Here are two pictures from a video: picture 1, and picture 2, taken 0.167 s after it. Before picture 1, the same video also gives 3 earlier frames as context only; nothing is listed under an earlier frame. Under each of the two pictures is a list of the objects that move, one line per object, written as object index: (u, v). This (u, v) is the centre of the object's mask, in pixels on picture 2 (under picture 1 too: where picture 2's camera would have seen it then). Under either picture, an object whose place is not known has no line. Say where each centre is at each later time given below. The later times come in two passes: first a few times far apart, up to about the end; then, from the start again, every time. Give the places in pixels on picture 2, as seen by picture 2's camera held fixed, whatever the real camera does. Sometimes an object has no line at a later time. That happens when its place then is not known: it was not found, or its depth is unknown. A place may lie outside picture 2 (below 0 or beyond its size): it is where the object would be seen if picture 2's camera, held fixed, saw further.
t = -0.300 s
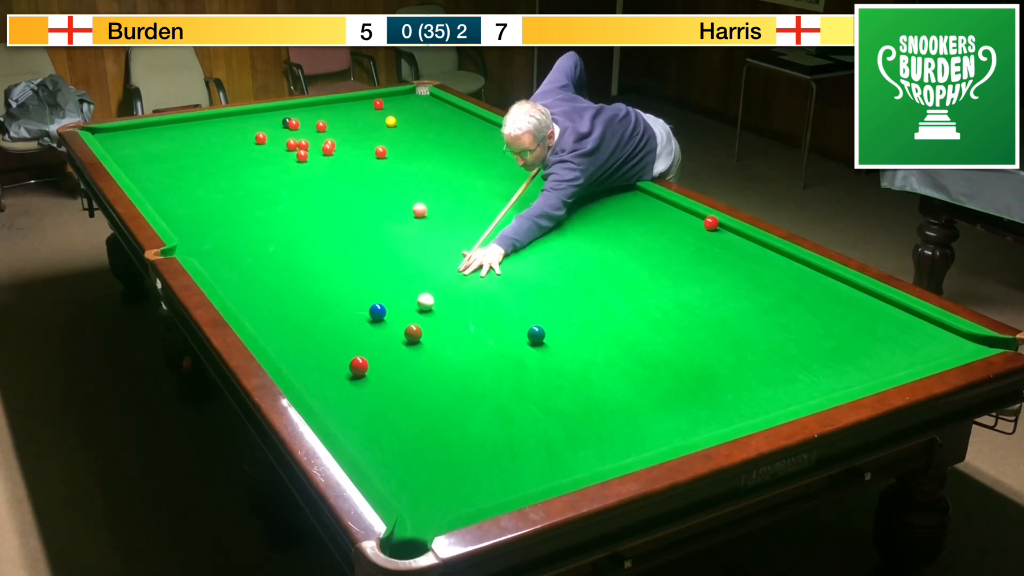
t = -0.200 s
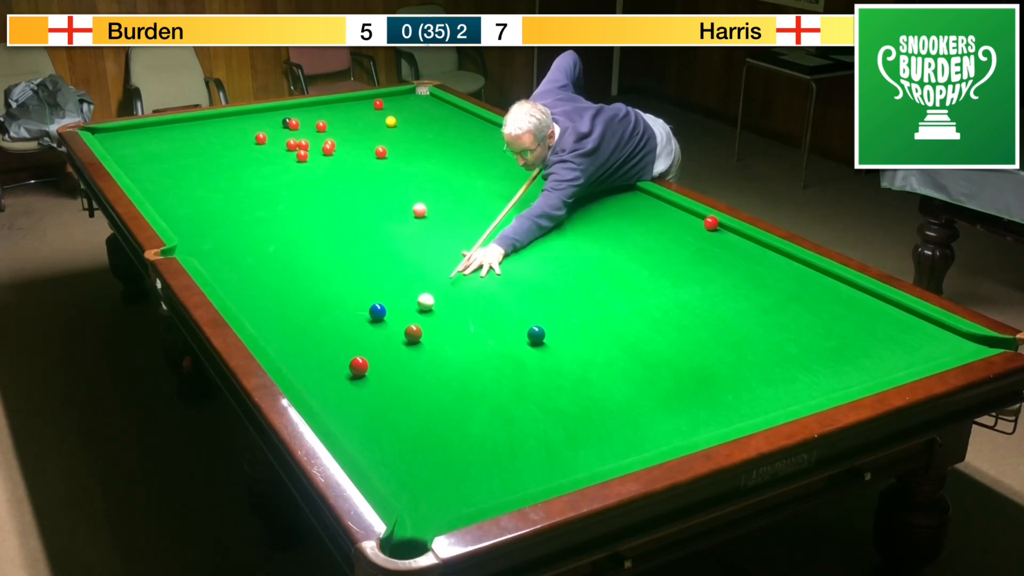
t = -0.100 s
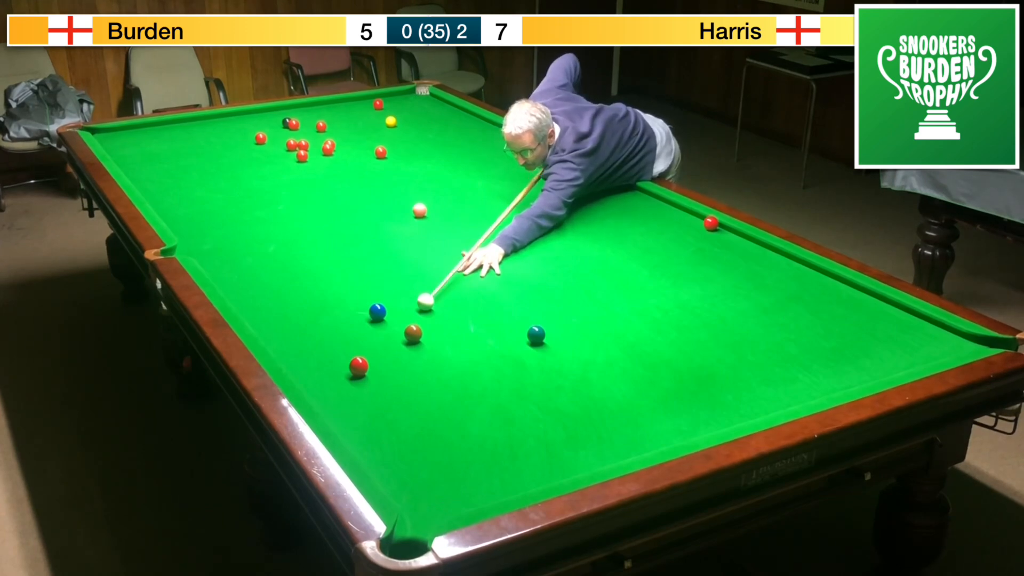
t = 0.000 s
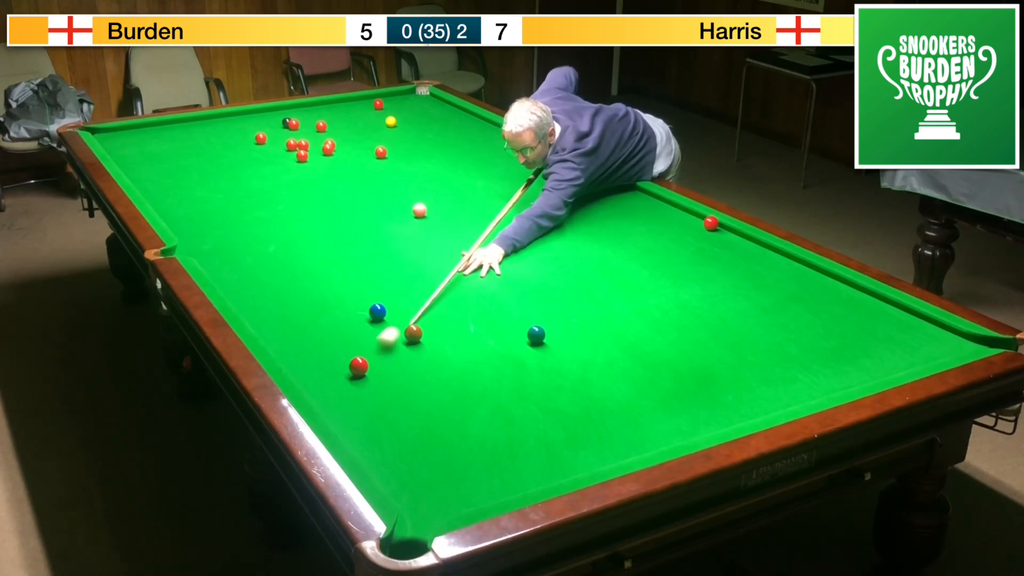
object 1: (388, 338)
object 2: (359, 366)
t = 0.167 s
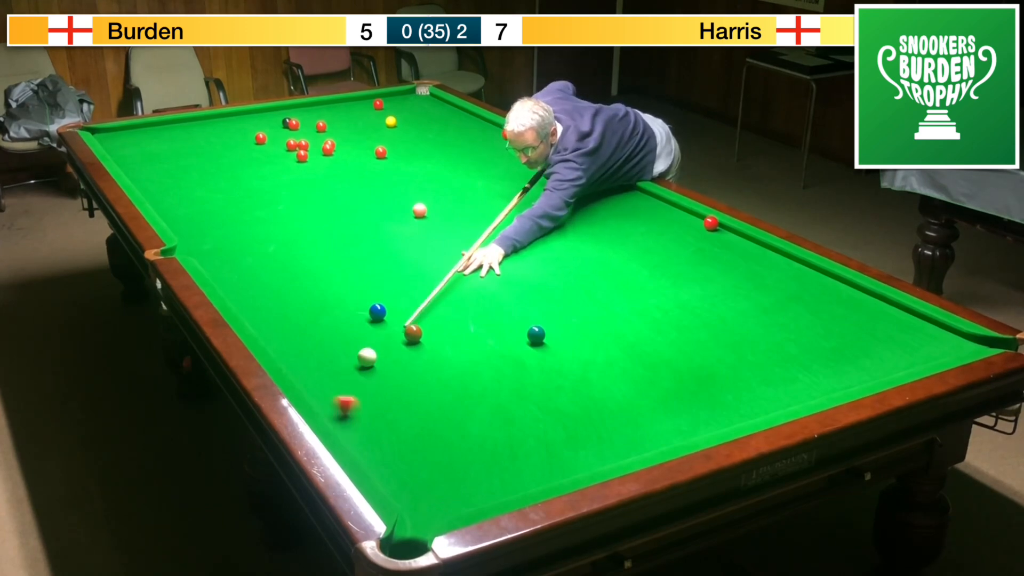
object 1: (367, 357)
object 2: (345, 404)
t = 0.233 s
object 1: (367, 356)
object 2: (390, 406)
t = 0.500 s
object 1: (366, 355)
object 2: (544, 414)
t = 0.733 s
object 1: (365, 354)
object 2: (678, 421)
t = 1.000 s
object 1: (365, 354)
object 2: (763, 389)
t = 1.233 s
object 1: (365, 354)
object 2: (802, 351)
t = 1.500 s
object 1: (365, 354)
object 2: (840, 313)
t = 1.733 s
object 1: (365, 354)
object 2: (848, 289)
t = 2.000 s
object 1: (365, 354)
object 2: (776, 284)
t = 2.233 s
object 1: (365, 354)
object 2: (719, 279)
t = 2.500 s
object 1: (365, 354)
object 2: (657, 274)
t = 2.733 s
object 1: (365, 354)
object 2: (607, 270)
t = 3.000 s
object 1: (365, 354)
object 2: (554, 266)
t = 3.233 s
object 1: (365, 354)
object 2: (509, 263)
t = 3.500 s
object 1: (365, 354)
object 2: (462, 260)
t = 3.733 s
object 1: (365, 354)
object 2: (423, 257)
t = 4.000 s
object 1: (365, 354)
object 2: (382, 254)
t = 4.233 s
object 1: (365, 354)
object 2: (347, 252)
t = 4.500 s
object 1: (365, 354)
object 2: (310, 248)
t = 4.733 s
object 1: (365, 354)
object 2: (280, 247)
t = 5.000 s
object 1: (365, 354)
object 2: (248, 244)
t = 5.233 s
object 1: (365, 354)
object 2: (223, 242)
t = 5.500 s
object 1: (365, 354)
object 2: (196, 240)
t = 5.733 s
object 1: (365, 354)
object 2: (188, 237)
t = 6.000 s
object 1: (365, 354)
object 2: (196, 232)
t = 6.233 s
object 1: (365, 354)
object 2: (203, 229)
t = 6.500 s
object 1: (365, 354)
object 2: (208, 225)
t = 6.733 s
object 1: (365, 354)
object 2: (213, 223)
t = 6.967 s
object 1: (365, 354)
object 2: (216, 222)
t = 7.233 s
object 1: (365, 354)
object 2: (218, 221)
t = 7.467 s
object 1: (365, 354)
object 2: (218, 220)
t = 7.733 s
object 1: (365, 354)
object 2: (218, 220)
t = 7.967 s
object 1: (365, 354)
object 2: (218, 220)
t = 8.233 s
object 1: (365, 354)
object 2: (218, 220)
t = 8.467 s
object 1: (365, 354)
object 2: (218, 220)
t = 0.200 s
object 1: (367, 357)
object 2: (368, 405)
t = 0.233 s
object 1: (367, 356)
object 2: (390, 406)
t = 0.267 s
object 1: (366, 356)
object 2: (411, 406)
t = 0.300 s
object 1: (366, 356)
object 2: (431, 407)
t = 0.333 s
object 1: (366, 355)
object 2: (450, 409)
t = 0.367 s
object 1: (366, 355)
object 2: (469, 410)
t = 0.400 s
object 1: (366, 355)
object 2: (488, 411)
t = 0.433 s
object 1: (366, 355)
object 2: (506, 411)
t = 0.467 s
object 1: (366, 355)
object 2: (525, 413)
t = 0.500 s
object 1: (366, 355)
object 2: (544, 414)
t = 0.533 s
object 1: (366, 354)
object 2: (563, 414)
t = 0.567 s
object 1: (366, 354)
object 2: (583, 416)
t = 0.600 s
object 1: (365, 354)
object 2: (602, 417)
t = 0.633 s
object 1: (365, 354)
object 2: (621, 418)
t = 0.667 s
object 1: (365, 354)
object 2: (640, 418)
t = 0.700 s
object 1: (365, 354)
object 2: (659, 419)
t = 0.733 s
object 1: (365, 354)
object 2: (678, 421)
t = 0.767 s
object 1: (365, 354)
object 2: (698, 421)
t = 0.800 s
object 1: (365, 354)
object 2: (716, 421)
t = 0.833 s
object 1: (365, 354)
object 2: (732, 418)
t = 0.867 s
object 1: (365, 354)
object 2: (738, 414)
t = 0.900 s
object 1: (365, 354)
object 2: (744, 407)
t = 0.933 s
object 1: (365, 354)
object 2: (751, 401)
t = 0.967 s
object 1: (365, 354)
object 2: (757, 395)
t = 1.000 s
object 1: (365, 354)
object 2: (763, 389)
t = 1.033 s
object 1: (365, 354)
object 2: (769, 383)
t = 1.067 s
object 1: (365, 354)
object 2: (775, 377)
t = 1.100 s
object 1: (365, 354)
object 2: (781, 371)
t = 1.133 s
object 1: (365, 354)
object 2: (786, 366)
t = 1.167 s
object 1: (365, 354)
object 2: (792, 361)
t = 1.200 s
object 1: (365, 354)
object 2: (797, 355)
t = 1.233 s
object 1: (365, 354)
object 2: (802, 351)
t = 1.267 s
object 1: (365, 354)
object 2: (807, 345)
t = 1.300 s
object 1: (365, 354)
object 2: (812, 340)
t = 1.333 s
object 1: (365, 354)
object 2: (817, 336)
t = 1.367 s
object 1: (365, 354)
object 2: (822, 331)
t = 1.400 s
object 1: (365, 354)
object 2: (826, 326)
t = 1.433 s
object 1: (365, 354)
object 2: (831, 322)
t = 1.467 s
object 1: (365, 354)
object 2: (835, 317)
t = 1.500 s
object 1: (365, 354)
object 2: (840, 313)
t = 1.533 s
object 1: (365, 354)
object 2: (844, 309)
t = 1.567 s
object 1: (365, 354)
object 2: (848, 305)
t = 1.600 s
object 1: (365, 354)
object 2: (852, 301)
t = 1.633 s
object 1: (365, 354)
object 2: (856, 297)
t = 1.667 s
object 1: (365, 354)
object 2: (860, 293)
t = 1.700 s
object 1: (365, 354)
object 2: (859, 289)
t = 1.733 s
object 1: (365, 354)
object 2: (848, 289)
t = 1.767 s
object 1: (365, 354)
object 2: (838, 289)
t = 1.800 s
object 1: (365, 354)
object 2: (828, 289)
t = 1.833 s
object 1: (365, 354)
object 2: (820, 288)
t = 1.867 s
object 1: (365, 354)
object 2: (811, 287)
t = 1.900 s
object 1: (365, 354)
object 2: (802, 286)
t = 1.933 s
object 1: (365, 354)
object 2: (793, 286)
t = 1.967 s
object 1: (365, 354)
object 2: (785, 285)
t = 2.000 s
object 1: (365, 354)
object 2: (776, 284)
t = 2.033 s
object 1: (365, 354)
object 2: (768, 283)
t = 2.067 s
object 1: (365, 354)
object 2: (760, 282)
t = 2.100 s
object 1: (365, 354)
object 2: (751, 282)
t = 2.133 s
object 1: (365, 354)
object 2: (743, 281)
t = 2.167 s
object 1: (365, 354)
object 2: (735, 280)
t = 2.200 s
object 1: (365, 354)
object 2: (727, 280)
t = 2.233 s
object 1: (365, 354)
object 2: (719, 279)
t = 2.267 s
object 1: (365, 354)
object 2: (711, 278)
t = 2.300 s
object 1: (365, 354)
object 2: (704, 278)
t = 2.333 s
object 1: (365, 354)
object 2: (696, 277)
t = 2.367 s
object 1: (365, 354)
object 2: (688, 277)
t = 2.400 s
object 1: (365, 354)
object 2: (680, 276)
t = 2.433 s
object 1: (365, 354)
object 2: (672, 276)
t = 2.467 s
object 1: (365, 354)
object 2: (665, 275)
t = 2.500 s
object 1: (365, 354)
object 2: (657, 274)
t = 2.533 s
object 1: (365, 354)
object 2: (650, 273)
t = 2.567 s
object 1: (365, 354)
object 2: (643, 273)
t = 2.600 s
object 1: (365, 354)
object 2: (636, 272)
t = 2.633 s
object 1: (365, 354)
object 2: (629, 272)
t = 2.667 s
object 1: (365, 354)
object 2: (621, 272)
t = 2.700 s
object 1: (365, 354)
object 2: (615, 271)
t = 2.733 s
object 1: (365, 354)
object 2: (607, 270)
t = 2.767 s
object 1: (365, 354)
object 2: (601, 270)
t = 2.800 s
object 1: (365, 354)
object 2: (594, 269)
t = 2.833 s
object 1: (365, 354)
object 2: (587, 269)
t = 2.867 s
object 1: (365, 354)
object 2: (580, 268)
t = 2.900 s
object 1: (365, 354)
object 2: (573, 268)
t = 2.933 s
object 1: (365, 354)
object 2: (567, 267)
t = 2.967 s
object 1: (365, 354)
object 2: (560, 267)
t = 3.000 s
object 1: (365, 354)
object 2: (554, 266)
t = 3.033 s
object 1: (365, 354)
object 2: (547, 266)
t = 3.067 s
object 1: (365, 354)
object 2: (541, 265)
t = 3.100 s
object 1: (365, 354)
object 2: (534, 265)
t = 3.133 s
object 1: (365, 354)
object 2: (528, 265)
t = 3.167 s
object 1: (365, 354)
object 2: (522, 264)
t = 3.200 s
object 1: (365, 354)
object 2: (516, 263)
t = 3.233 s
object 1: (365, 354)
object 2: (509, 263)
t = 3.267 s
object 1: (365, 354)
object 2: (504, 263)
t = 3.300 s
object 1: (365, 354)
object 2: (497, 262)
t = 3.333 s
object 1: (365, 354)
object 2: (491, 262)
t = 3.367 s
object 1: (365, 354)
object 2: (486, 261)
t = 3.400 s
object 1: (365, 354)
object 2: (480, 261)
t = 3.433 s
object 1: (365, 354)
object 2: (474, 261)
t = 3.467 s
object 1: (365, 354)
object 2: (468, 260)
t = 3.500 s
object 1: (365, 354)
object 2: (462, 260)
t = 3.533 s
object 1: (365, 354)
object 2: (457, 259)
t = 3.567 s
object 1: (365, 354)
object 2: (451, 259)
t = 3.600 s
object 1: (365, 354)
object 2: (446, 259)
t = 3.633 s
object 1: (365, 354)
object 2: (440, 258)
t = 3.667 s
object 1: (365, 354)
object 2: (434, 258)
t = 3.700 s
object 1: (365, 354)
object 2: (429, 257)
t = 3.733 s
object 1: (365, 354)
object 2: (423, 257)
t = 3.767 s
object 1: (365, 354)
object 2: (418, 257)
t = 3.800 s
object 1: (365, 354)
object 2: (413, 256)
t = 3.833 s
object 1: (365, 354)
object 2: (407, 256)
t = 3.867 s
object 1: (365, 354)
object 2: (402, 255)
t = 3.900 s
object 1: (365, 354)
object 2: (397, 255)
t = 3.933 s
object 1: (365, 354)
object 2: (392, 255)
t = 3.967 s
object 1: (365, 354)
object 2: (386, 255)
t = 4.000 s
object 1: (365, 354)
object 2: (382, 254)
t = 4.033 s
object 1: (365, 354)
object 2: (376, 254)
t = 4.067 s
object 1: (365, 354)
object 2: (372, 253)
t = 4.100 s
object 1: (365, 354)
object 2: (366, 253)
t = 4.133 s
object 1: (365, 354)
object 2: (362, 253)
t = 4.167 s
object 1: (365, 354)
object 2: (357, 252)
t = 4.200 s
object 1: (365, 354)
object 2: (352, 252)
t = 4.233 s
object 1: (365, 354)
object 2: (347, 252)
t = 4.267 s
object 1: (365, 354)
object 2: (342, 252)
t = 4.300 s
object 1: (365, 354)
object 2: (338, 251)
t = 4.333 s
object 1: (365, 354)
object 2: (333, 251)
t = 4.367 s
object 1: (365, 354)
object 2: (328, 250)
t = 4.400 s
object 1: (365, 354)
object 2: (324, 250)
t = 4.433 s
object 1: (365, 354)
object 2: (319, 250)
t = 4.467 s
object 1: (365, 354)
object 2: (315, 249)
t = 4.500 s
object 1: (365, 354)
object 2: (310, 248)
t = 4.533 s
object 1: (365, 354)
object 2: (306, 248)
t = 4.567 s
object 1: (365, 354)
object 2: (301, 248)
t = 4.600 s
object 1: (365, 354)
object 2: (297, 248)
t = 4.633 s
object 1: (365, 354)
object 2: (293, 248)
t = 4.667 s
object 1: (365, 354)
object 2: (289, 247)
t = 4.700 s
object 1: (365, 354)
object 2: (284, 247)
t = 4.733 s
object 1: (365, 354)
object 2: (280, 247)
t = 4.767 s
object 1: (365, 354)
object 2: (276, 246)
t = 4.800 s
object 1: (365, 354)
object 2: (272, 246)
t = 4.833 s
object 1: (365, 354)
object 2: (268, 246)
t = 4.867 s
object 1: (365, 354)
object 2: (264, 245)
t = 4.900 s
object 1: (365, 354)
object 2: (260, 245)
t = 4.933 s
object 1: (365, 354)
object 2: (256, 245)
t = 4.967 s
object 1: (365, 354)
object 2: (252, 245)
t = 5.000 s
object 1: (365, 354)
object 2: (248, 244)
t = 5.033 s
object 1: (365, 354)
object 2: (245, 244)
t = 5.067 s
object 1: (365, 354)
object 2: (241, 244)
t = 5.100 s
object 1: (365, 354)
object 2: (237, 243)
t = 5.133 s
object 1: (365, 354)
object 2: (233, 243)
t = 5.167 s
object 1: (365, 354)
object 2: (230, 243)
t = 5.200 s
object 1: (365, 354)
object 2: (226, 242)
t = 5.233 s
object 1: (365, 354)
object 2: (223, 242)
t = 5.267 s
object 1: (365, 354)
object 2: (219, 242)
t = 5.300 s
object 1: (365, 354)
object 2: (216, 241)
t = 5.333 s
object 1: (365, 354)
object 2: (213, 241)
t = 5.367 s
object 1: (365, 354)
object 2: (209, 241)
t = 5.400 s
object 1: (365, 354)
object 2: (206, 241)
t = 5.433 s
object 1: (365, 354)
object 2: (203, 240)
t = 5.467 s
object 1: (365, 354)
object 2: (199, 240)
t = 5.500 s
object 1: (365, 354)
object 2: (196, 240)
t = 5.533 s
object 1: (365, 354)
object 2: (193, 240)
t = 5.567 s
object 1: (365, 354)
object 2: (190, 239)
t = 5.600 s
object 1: (365, 354)
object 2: (187, 239)
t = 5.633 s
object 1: (365, 354)
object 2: (185, 239)
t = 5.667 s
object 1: (365, 354)
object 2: (186, 238)
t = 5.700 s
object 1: (365, 354)
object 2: (187, 238)
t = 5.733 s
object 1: (365, 354)
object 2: (188, 237)
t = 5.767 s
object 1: (365, 354)
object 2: (189, 236)
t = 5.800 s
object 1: (365, 354)
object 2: (190, 236)
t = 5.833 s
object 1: (365, 354)
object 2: (191, 235)
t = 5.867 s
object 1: (365, 354)
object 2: (192, 235)
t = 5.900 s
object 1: (365, 354)
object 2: (193, 234)
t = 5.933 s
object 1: (365, 354)
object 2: (194, 233)
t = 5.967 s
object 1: (365, 354)
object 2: (195, 233)
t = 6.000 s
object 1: (365, 354)
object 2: (196, 232)
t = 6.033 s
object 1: (365, 354)
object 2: (197, 232)
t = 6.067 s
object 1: (365, 354)
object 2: (198, 231)
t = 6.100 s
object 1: (365, 354)
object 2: (199, 230)
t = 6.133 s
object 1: (365, 354)
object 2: (200, 230)
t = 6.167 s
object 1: (365, 354)
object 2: (201, 229)
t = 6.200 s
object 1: (365, 354)
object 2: (202, 229)
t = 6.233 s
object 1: (365, 354)
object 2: (203, 229)
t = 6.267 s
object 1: (365, 354)
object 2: (203, 228)
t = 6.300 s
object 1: (365, 354)
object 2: (204, 228)
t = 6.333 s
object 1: (365, 354)
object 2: (205, 227)
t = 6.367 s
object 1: (365, 354)
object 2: (206, 227)
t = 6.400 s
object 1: (365, 354)
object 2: (206, 226)
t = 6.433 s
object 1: (365, 354)
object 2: (207, 226)
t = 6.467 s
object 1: (365, 354)
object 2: (208, 226)
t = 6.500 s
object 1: (365, 354)
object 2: (208, 225)
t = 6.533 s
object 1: (365, 354)
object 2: (209, 225)
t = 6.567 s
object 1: (365, 354)
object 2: (210, 224)
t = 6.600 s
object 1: (365, 354)
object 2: (210, 224)
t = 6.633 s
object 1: (365, 354)
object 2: (211, 224)
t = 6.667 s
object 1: (365, 354)
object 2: (212, 224)
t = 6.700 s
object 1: (365, 354)
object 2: (212, 223)
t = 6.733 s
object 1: (365, 354)
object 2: (213, 223)
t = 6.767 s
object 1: (365, 354)
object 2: (213, 223)
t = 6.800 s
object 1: (365, 354)
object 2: (214, 223)
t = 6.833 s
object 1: (365, 354)
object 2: (214, 222)
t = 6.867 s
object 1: (365, 354)
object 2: (215, 222)
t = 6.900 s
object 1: (365, 354)
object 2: (215, 222)
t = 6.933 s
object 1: (365, 354)
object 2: (215, 222)
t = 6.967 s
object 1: (365, 354)
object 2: (216, 222)
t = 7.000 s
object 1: (365, 354)
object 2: (216, 221)
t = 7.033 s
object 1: (365, 354)
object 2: (217, 221)
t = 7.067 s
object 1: (365, 354)
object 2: (217, 221)
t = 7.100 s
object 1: (365, 354)
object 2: (217, 221)
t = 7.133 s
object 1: (365, 354)
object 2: (217, 221)
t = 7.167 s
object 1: (365, 354)
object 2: (217, 221)
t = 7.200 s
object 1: (365, 354)
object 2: (218, 221)
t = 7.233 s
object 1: (365, 354)
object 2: (218, 221)
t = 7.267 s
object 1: (365, 354)
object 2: (218, 220)
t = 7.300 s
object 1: (365, 354)
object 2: (218, 220)
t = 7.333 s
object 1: (365, 354)
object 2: (218, 220)
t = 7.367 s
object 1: (365, 354)
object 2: (218, 220)
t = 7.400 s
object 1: (365, 354)
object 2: (218, 220)
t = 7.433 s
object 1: (365, 354)
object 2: (218, 220)
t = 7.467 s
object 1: (365, 354)
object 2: (218, 220)
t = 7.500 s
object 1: (365, 354)
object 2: (218, 220)
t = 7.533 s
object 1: (365, 354)
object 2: (218, 220)
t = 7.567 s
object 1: (365, 354)
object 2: (218, 220)
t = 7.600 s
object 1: (365, 354)
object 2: (218, 220)
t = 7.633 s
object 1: (365, 354)
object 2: (218, 220)
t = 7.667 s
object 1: (365, 354)
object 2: (218, 220)
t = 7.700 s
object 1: (365, 354)
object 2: (218, 220)
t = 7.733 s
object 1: (365, 354)
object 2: (218, 220)
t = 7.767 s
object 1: (365, 354)
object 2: (218, 220)
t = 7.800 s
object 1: (365, 354)
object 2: (218, 220)
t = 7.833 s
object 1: (365, 354)
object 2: (218, 220)
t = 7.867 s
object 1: (365, 354)
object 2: (218, 220)
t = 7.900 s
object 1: (365, 354)
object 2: (218, 220)
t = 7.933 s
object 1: (365, 354)
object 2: (218, 220)
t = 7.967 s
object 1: (365, 354)
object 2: (218, 220)
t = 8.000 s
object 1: (365, 354)
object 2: (218, 220)
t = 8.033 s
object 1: (365, 354)
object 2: (218, 220)
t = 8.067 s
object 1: (365, 354)
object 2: (218, 220)
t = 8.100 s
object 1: (365, 354)
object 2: (218, 220)
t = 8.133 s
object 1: (365, 354)
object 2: (218, 220)
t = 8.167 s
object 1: (365, 354)
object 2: (218, 220)
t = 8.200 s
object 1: (365, 354)
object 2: (218, 220)
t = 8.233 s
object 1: (365, 354)
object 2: (218, 220)
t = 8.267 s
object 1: (365, 354)
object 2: (218, 220)
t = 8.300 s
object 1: (365, 354)
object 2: (218, 220)
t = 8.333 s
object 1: (365, 354)
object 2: (218, 220)
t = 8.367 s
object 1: (365, 354)
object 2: (218, 220)
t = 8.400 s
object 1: (365, 354)
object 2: (218, 220)
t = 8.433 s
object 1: (365, 354)
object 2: (218, 220)
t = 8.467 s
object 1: (365, 354)
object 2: (218, 220)
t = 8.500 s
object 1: (365, 354)
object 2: (218, 220)
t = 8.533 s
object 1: (365, 354)
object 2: (218, 220)
